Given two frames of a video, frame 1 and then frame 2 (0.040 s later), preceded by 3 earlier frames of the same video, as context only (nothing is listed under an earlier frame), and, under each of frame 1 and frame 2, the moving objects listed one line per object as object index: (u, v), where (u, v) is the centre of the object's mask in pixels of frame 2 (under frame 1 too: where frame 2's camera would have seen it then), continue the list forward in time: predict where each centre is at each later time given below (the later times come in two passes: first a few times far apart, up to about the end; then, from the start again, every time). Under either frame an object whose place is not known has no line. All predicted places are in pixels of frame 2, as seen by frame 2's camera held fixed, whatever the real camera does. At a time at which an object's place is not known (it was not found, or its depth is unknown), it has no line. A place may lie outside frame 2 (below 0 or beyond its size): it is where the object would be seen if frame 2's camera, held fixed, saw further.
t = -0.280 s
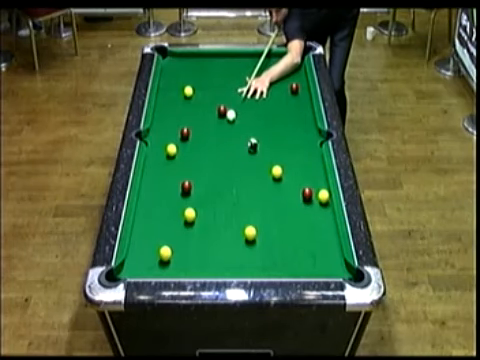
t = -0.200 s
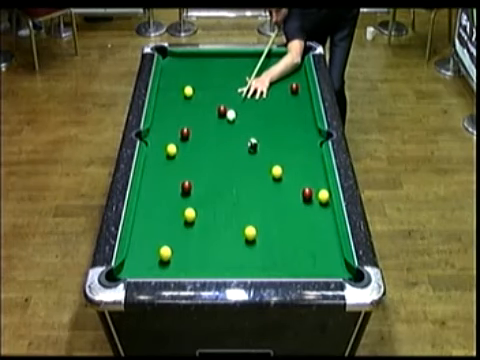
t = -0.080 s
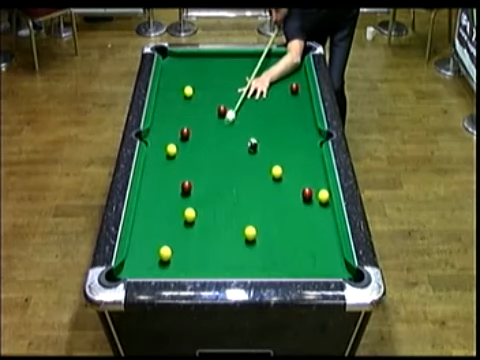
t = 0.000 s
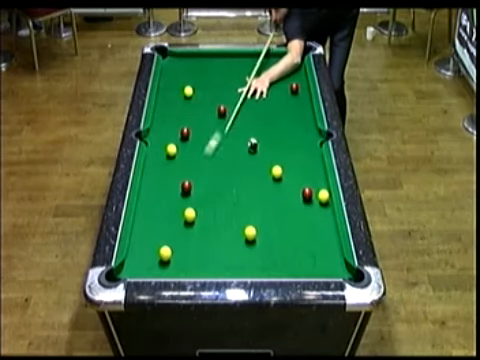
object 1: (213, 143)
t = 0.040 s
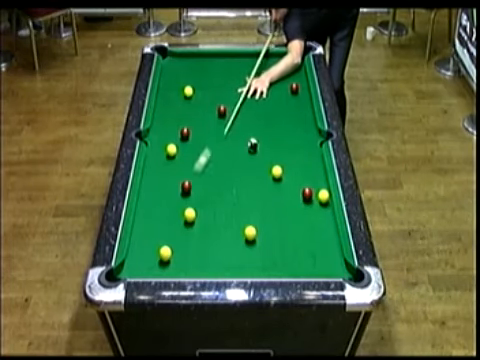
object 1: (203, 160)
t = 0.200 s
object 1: (195, 177)
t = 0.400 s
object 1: (203, 168)
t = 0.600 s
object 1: (211, 160)
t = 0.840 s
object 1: (219, 152)
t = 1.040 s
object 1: (226, 146)
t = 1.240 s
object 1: (231, 141)
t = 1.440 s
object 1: (237, 136)
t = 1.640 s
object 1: (242, 131)
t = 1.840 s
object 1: (246, 128)
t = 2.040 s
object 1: (249, 124)
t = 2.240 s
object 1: (252, 122)
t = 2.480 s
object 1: (256, 119)
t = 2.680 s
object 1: (258, 117)
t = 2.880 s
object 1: (260, 116)
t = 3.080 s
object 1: (261, 115)
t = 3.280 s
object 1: (262, 114)
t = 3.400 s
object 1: (262, 114)
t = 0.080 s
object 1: (194, 175)
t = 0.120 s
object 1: (192, 180)
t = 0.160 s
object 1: (193, 179)
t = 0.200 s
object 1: (195, 177)
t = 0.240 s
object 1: (197, 175)
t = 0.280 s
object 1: (199, 173)
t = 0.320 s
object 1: (200, 171)
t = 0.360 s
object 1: (202, 170)
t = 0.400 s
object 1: (203, 168)
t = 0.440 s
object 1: (205, 167)
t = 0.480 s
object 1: (206, 165)
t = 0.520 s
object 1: (208, 163)
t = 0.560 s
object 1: (210, 162)
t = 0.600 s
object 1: (211, 160)
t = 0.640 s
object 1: (212, 159)
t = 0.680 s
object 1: (214, 158)
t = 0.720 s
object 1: (215, 156)
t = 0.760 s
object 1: (217, 155)
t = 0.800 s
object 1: (218, 154)
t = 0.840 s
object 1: (219, 152)
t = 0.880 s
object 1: (221, 151)
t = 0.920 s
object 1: (222, 150)
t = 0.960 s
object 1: (223, 149)
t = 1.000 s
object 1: (225, 147)
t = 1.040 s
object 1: (226, 146)
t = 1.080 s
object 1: (227, 145)
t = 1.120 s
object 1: (228, 144)
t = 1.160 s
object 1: (229, 143)
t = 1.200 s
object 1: (230, 142)
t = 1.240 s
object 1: (231, 141)
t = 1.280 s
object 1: (232, 140)
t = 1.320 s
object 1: (234, 139)
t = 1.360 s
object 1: (235, 138)
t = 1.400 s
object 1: (236, 137)
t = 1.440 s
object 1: (237, 136)
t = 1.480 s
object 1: (238, 135)
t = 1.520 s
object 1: (239, 134)
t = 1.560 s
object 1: (240, 133)
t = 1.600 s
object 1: (240, 133)
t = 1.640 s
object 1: (242, 131)
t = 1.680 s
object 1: (242, 131)
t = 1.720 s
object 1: (243, 130)
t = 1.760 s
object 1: (244, 129)
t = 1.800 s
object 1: (245, 129)
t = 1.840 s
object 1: (246, 128)
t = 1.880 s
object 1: (247, 127)
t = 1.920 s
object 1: (247, 126)
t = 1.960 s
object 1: (248, 126)
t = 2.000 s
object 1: (249, 125)
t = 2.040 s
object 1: (249, 124)
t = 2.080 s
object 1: (250, 124)
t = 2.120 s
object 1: (250, 124)
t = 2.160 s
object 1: (251, 123)
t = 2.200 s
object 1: (252, 122)
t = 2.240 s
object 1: (252, 122)
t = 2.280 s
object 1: (253, 121)
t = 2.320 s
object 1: (254, 121)
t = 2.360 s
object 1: (254, 120)
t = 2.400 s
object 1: (255, 120)
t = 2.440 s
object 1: (255, 119)
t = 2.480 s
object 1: (256, 119)
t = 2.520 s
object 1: (256, 119)
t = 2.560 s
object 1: (257, 118)
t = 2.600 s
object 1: (257, 118)
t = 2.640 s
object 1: (258, 117)
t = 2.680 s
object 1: (258, 117)
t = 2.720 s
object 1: (258, 117)
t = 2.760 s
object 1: (259, 116)
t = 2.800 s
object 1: (259, 116)
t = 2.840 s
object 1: (259, 116)
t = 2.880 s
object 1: (260, 116)
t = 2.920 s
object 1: (260, 115)
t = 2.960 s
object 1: (260, 115)
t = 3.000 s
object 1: (261, 115)
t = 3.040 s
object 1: (261, 115)
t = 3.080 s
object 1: (261, 115)
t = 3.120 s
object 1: (261, 115)
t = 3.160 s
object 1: (261, 115)
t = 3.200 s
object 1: (262, 114)
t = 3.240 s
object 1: (262, 114)
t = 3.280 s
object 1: (262, 114)
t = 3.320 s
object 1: (262, 114)
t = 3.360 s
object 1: (262, 114)
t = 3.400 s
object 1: (262, 114)
